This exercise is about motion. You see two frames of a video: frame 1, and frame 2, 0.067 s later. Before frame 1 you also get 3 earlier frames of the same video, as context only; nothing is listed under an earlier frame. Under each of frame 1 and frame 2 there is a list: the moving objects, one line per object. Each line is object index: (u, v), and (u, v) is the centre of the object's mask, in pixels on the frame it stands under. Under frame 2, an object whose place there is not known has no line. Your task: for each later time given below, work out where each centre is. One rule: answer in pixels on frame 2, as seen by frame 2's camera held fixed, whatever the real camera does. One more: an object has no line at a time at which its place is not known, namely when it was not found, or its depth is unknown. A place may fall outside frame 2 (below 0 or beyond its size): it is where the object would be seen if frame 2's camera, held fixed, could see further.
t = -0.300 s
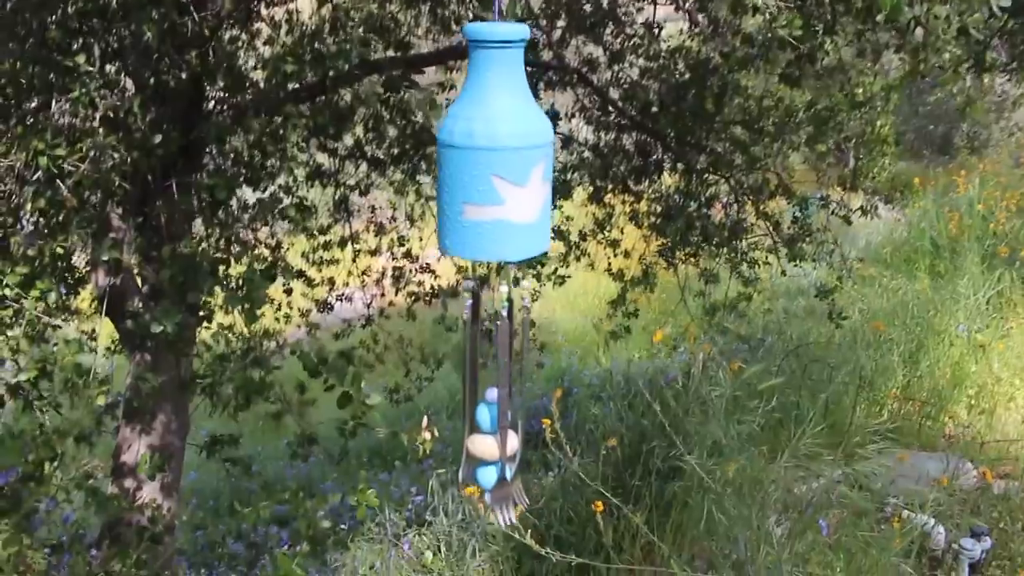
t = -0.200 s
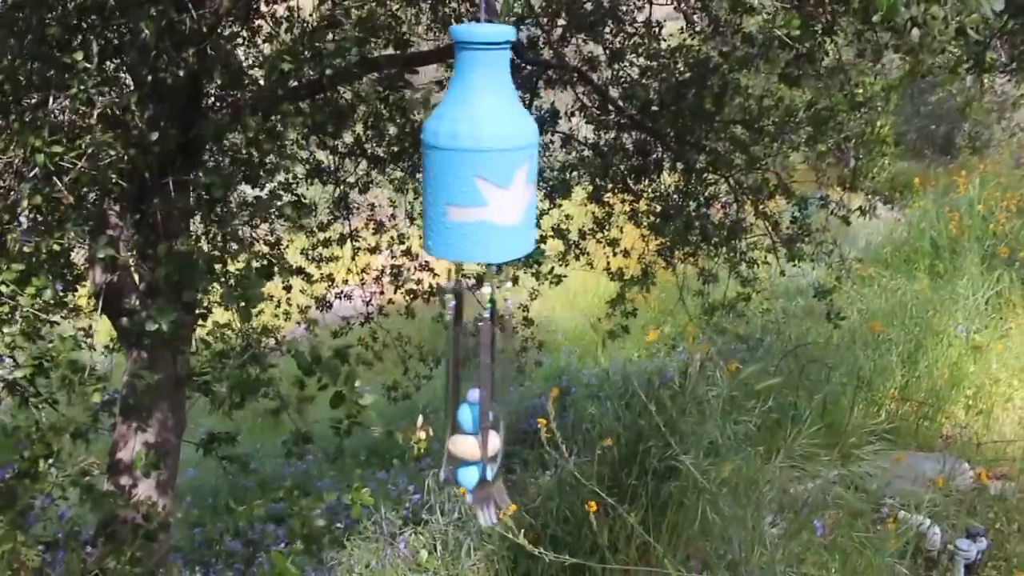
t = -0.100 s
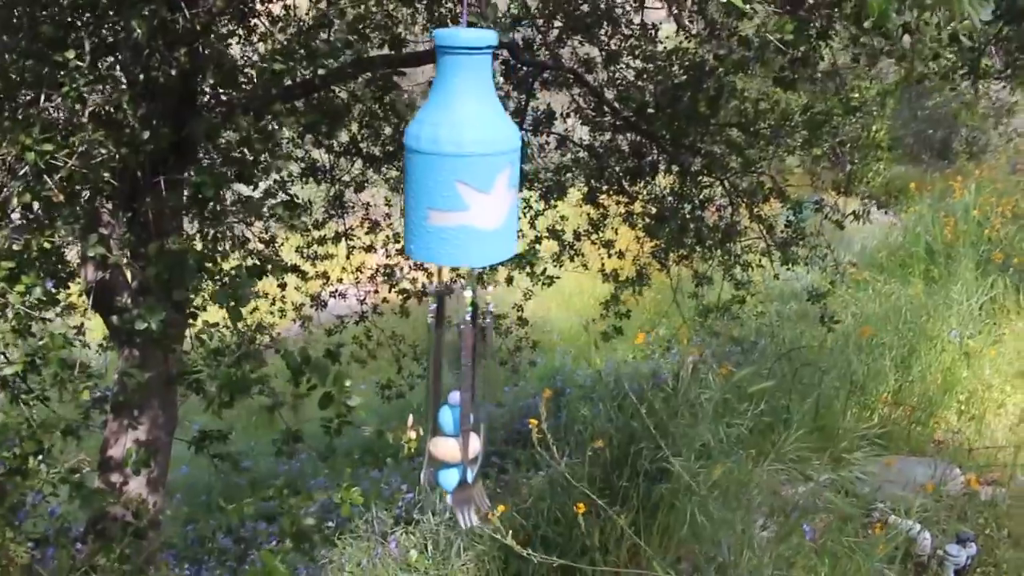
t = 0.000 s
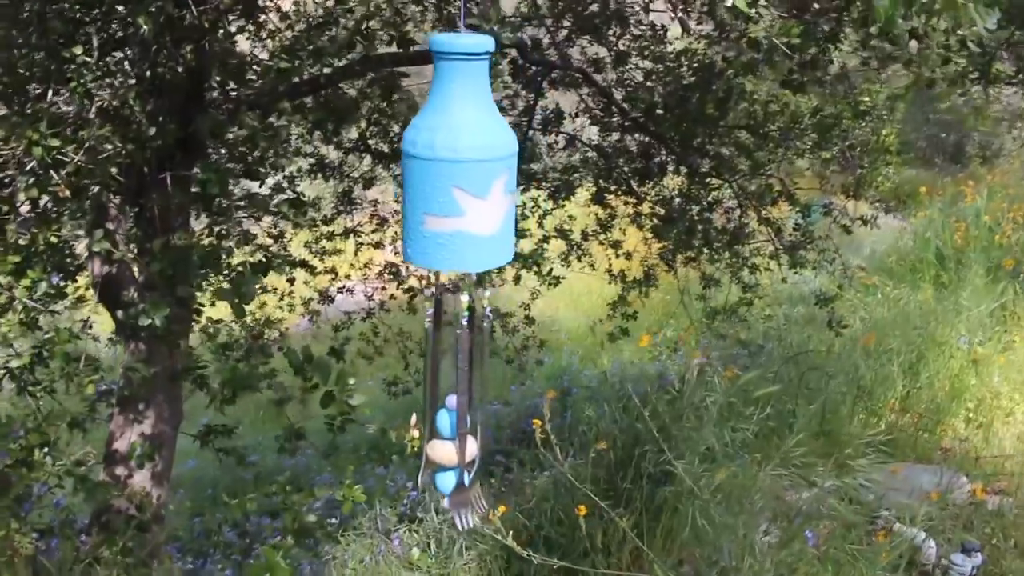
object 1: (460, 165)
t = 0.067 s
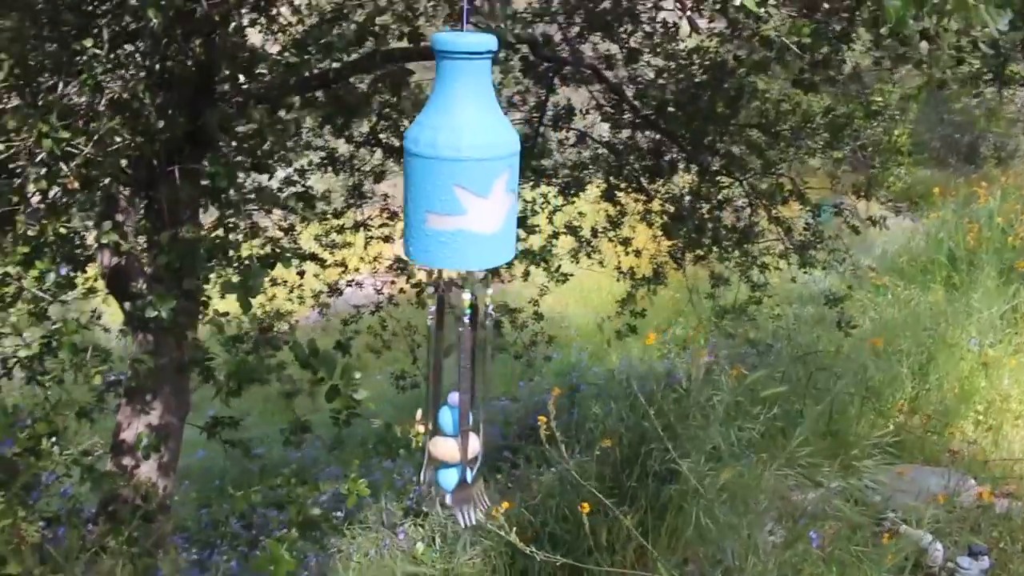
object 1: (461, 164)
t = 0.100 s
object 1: (460, 165)
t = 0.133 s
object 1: (458, 166)
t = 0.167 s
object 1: (456, 166)
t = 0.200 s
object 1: (454, 166)
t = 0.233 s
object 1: (454, 168)
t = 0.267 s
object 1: (453, 167)
